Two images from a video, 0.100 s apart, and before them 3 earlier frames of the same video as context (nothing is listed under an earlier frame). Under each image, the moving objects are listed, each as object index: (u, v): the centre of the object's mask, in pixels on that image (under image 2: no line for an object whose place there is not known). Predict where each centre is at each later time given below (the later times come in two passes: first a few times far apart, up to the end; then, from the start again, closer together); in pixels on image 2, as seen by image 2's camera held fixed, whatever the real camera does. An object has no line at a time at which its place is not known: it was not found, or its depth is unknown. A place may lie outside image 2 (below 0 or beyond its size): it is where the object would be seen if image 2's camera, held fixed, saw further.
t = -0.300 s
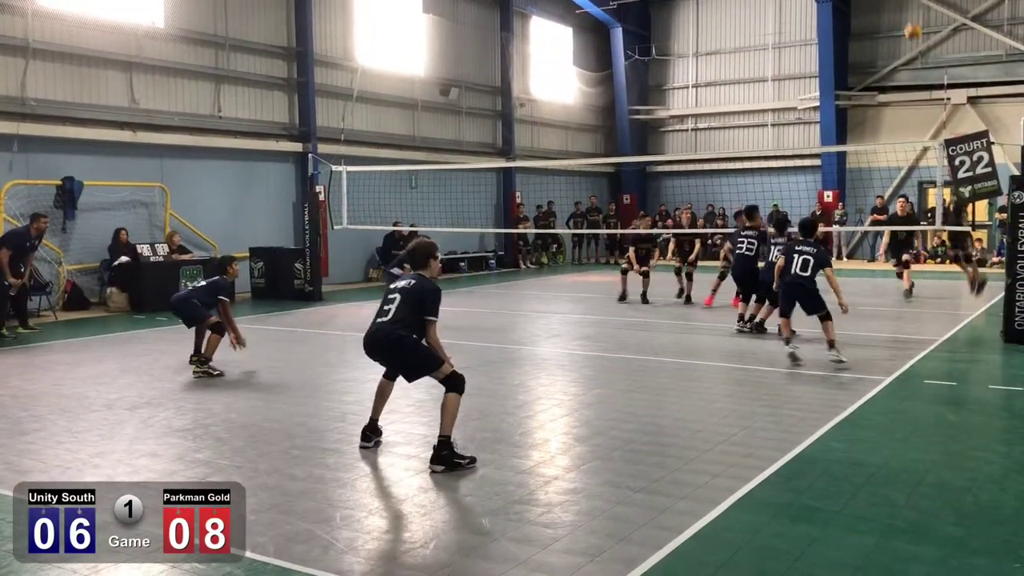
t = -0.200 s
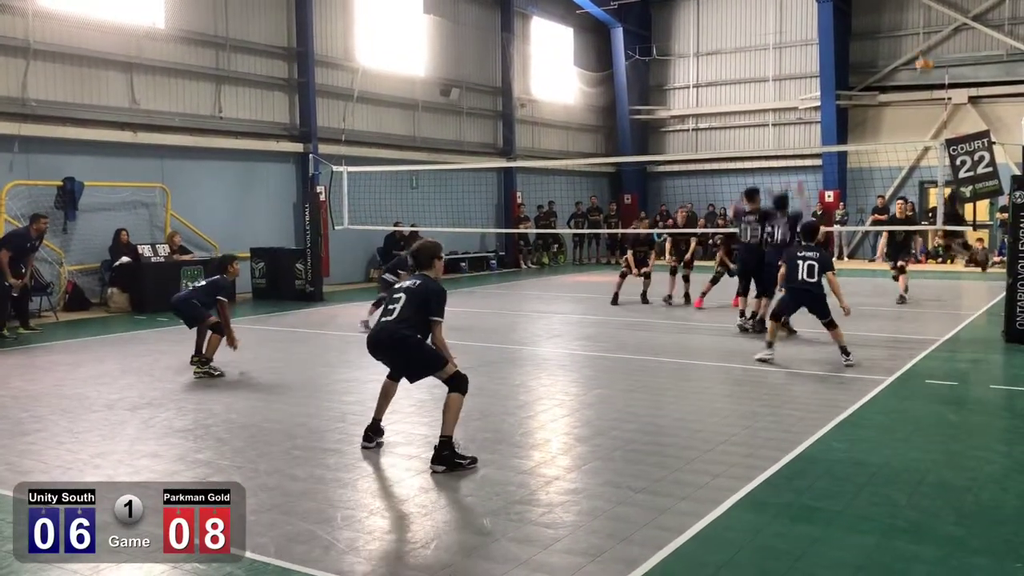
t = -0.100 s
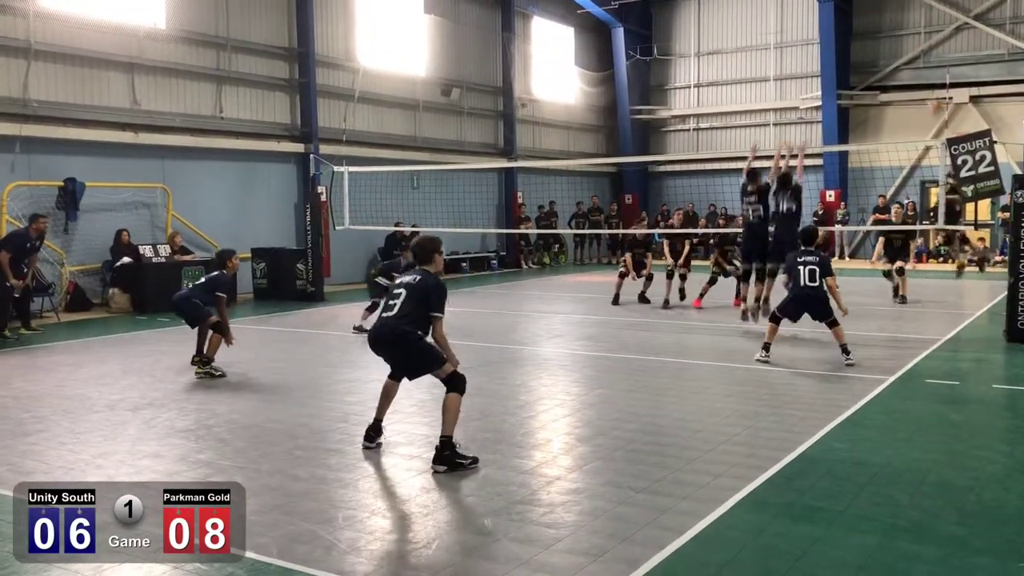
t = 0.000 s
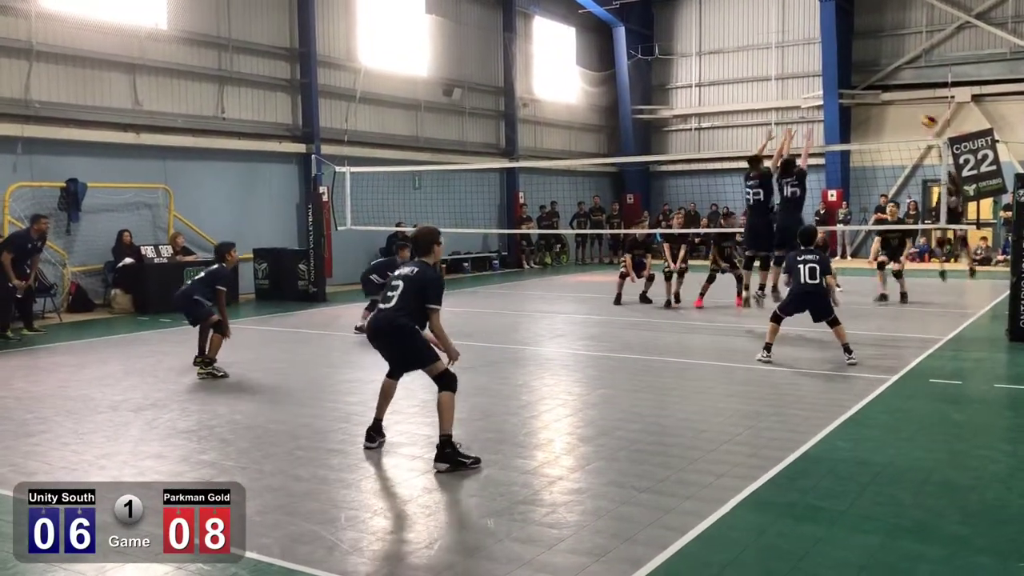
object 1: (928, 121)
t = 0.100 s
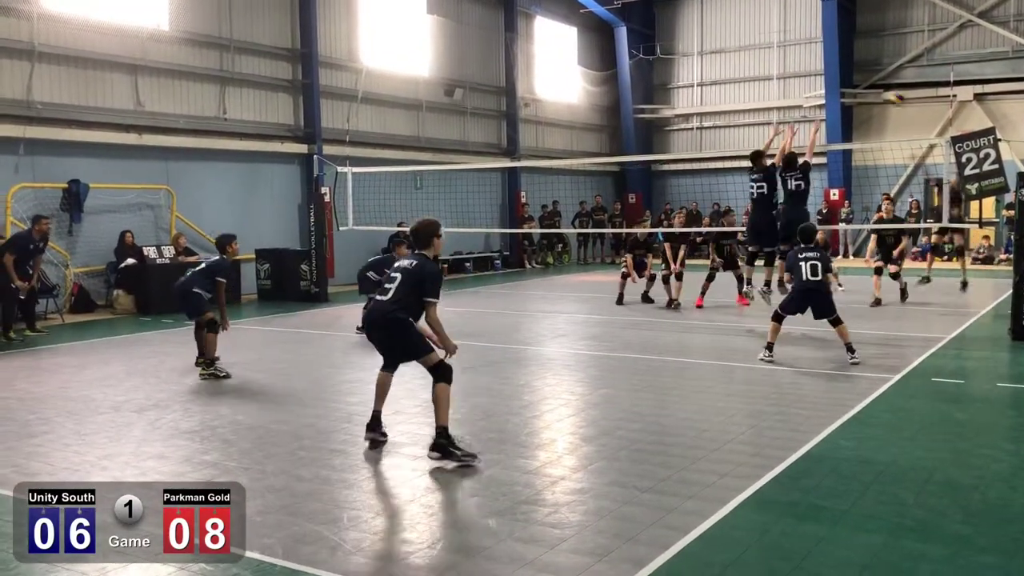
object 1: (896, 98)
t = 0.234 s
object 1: (846, 83)
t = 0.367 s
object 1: (794, 82)
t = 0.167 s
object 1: (871, 88)
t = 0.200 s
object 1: (858, 85)
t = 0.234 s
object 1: (846, 83)
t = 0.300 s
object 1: (821, 81)
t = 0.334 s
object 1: (807, 80)
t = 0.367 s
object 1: (794, 82)
